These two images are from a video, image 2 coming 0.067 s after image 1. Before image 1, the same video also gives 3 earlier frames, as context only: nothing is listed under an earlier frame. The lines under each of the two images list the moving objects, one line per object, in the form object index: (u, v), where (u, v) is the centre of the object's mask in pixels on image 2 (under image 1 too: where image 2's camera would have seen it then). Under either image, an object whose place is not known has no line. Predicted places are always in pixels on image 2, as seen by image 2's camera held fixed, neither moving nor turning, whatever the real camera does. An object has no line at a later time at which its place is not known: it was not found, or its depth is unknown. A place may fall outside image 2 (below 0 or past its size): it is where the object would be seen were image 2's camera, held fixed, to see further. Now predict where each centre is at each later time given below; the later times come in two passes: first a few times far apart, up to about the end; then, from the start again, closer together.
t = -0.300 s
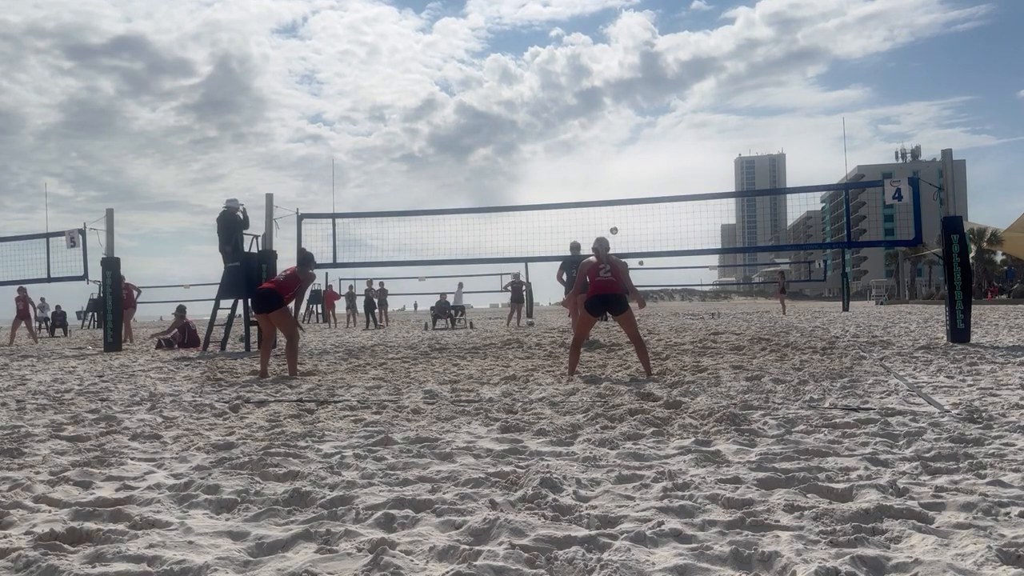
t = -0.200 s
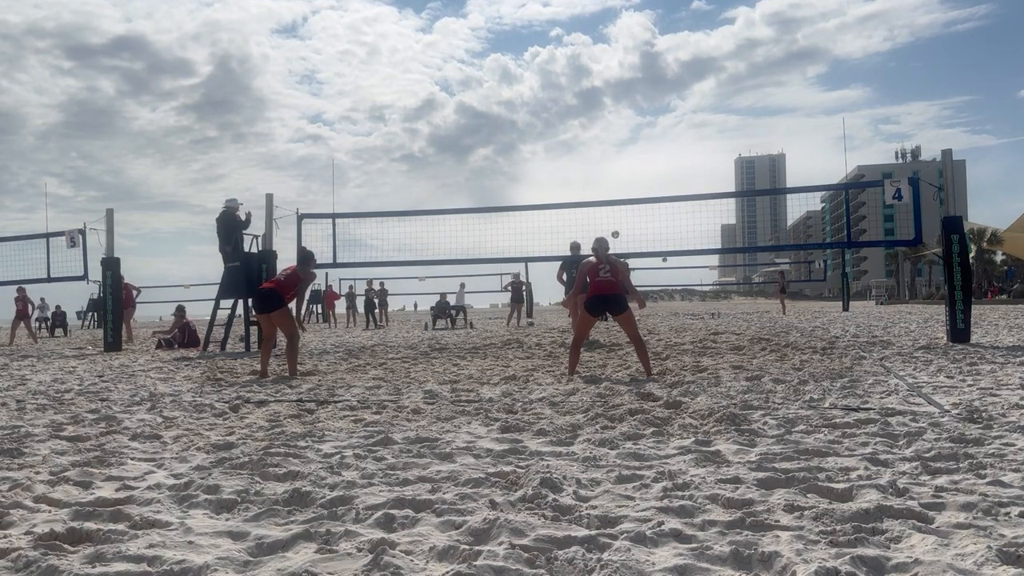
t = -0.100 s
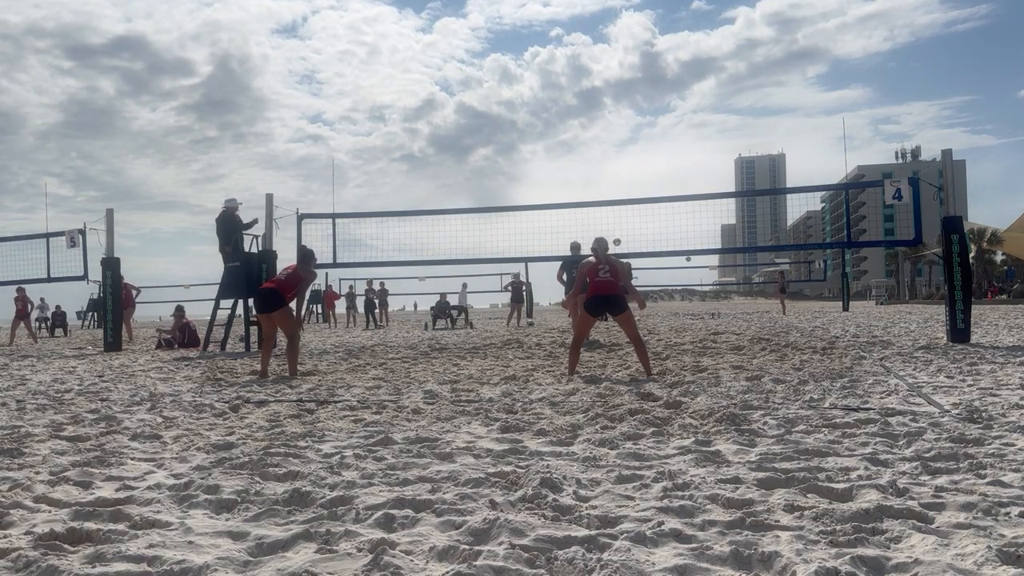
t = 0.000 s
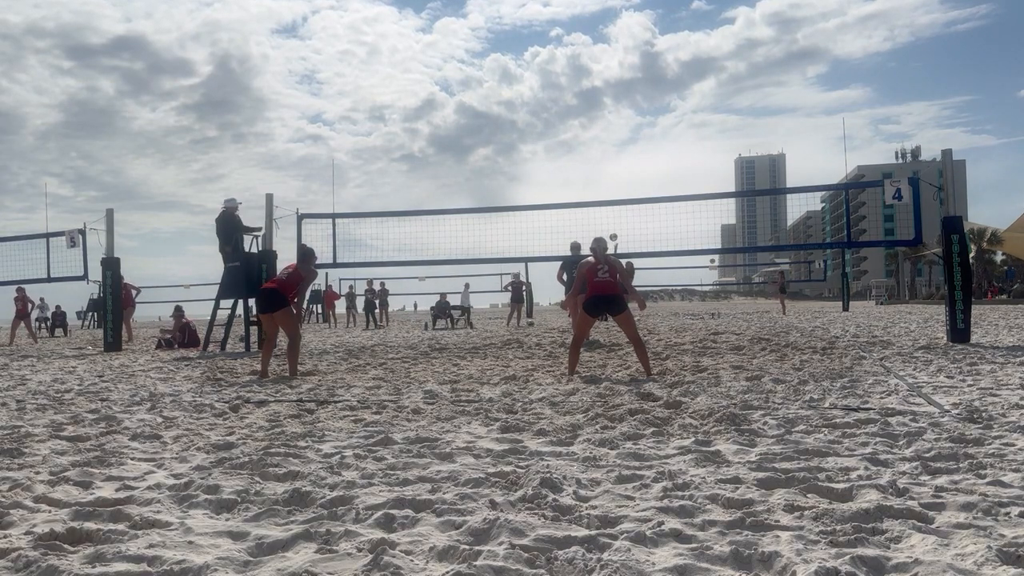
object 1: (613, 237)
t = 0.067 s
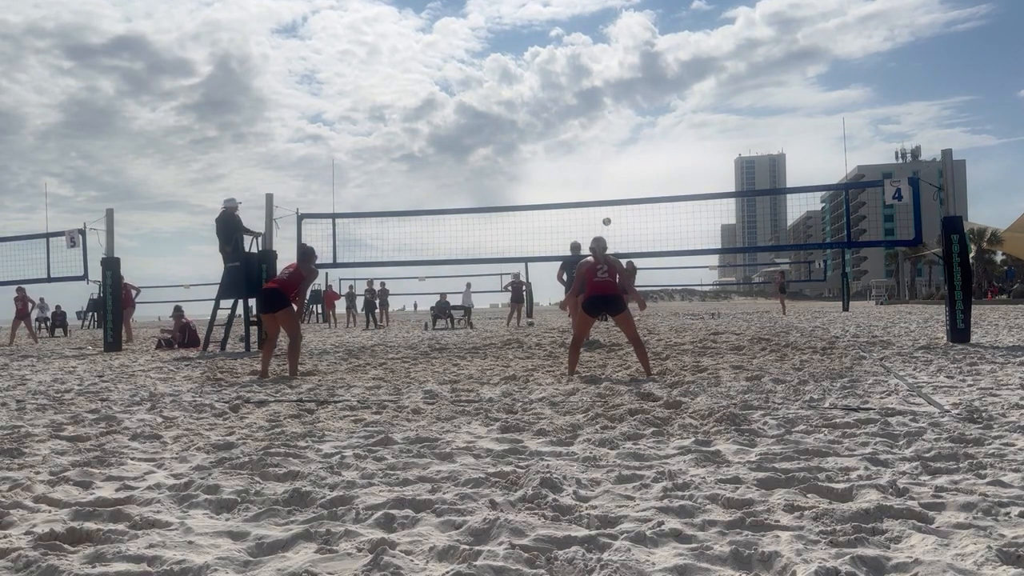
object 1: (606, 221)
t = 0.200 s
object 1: (593, 193)
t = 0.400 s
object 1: (572, 160)
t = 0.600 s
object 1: (549, 140)
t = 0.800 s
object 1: (523, 142)
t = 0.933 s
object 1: (505, 159)
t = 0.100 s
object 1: (603, 214)
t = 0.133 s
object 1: (600, 208)
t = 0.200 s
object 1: (593, 193)
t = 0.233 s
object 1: (590, 187)
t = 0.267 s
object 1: (586, 181)
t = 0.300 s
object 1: (583, 175)
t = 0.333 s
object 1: (579, 170)
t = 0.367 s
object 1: (575, 165)
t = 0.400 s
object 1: (572, 160)
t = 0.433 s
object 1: (568, 155)
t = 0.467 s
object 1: (564, 152)
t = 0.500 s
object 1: (560, 148)
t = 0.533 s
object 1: (557, 145)
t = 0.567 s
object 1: (553, 143)
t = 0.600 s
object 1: (549, 140)
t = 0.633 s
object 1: (545, 139)
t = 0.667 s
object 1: (541, 138)
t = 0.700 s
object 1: (537, 138)
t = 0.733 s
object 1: (532, 139)
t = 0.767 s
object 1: (528, 140)
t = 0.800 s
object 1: (523, 142)
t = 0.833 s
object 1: (519, 145)
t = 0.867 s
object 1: (515, 149)
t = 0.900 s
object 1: (510, 154)
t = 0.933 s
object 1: (505, 159)
